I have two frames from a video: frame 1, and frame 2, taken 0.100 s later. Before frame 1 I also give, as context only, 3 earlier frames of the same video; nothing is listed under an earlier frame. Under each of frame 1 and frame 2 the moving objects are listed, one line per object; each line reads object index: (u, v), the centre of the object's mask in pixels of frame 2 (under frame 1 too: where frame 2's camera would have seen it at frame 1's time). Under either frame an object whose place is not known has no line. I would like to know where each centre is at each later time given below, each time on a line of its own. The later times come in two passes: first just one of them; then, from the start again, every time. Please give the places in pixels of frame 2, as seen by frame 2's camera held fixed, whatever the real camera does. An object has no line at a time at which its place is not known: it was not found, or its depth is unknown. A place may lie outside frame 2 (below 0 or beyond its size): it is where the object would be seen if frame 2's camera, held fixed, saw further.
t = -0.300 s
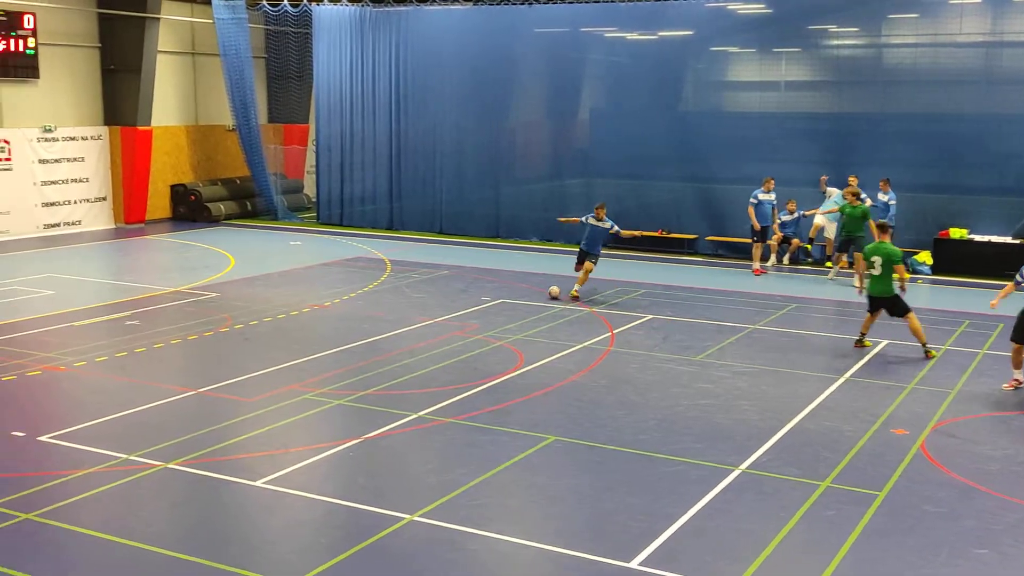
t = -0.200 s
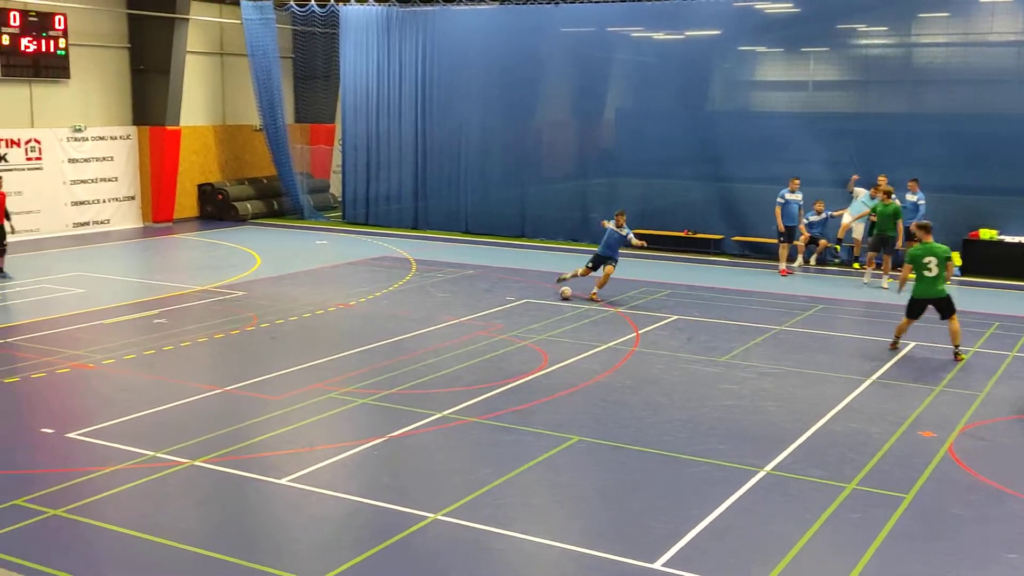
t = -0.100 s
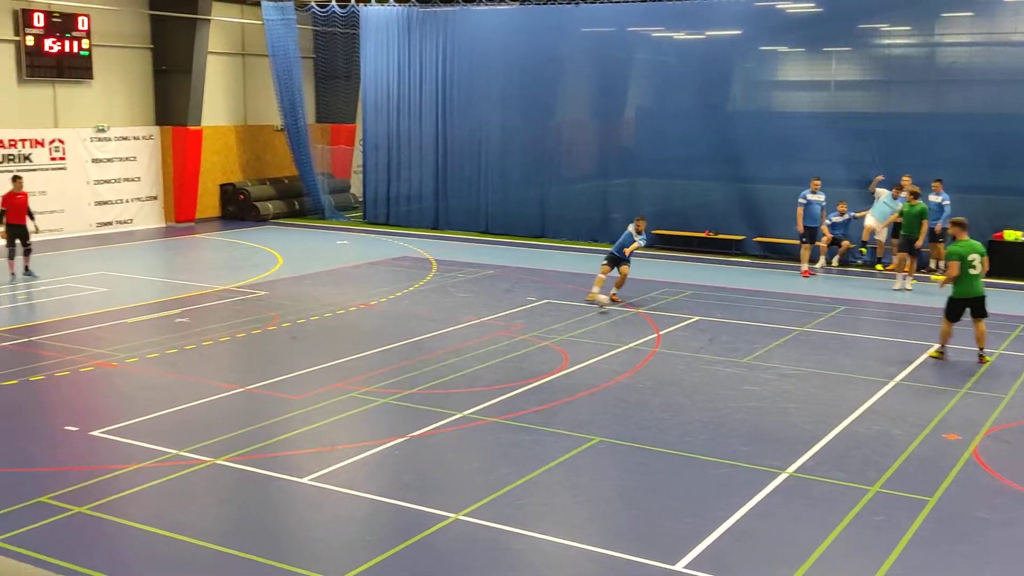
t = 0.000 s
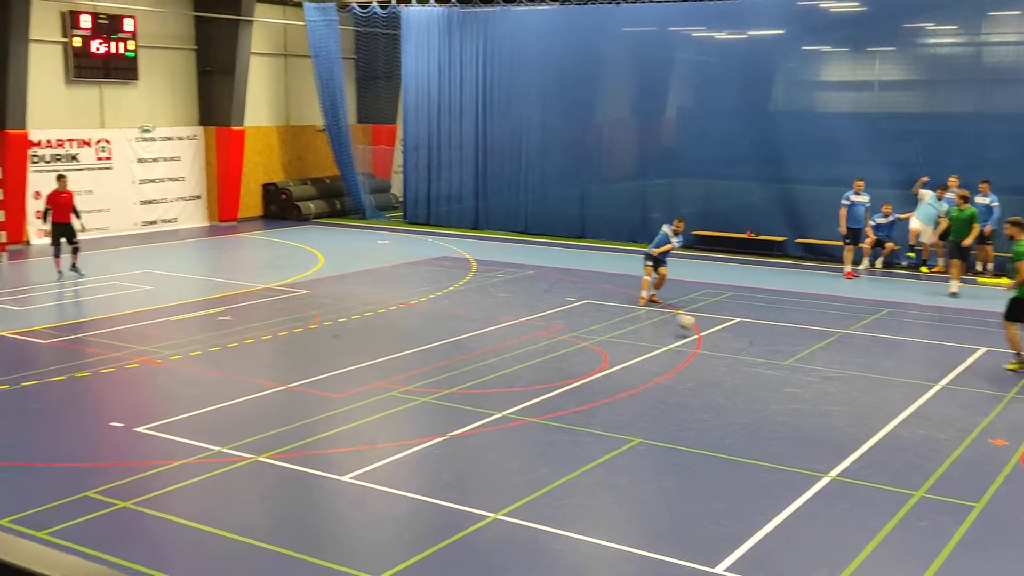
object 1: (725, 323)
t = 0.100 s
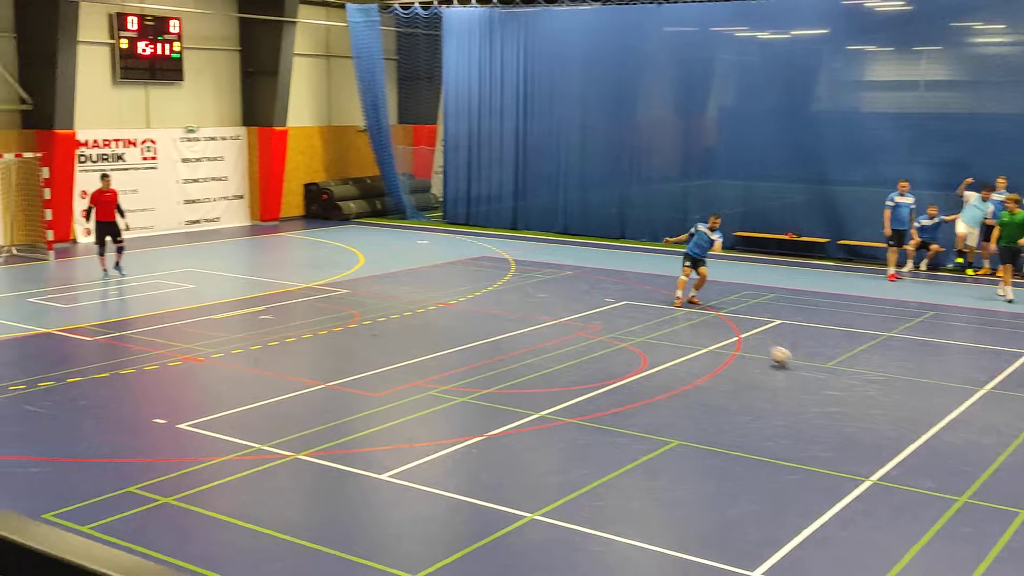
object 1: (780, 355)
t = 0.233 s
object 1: (866, 398)
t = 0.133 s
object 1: (801, 367)
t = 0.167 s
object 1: (821, 375)
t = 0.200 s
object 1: (843, 386)
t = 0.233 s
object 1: (866, 398)
